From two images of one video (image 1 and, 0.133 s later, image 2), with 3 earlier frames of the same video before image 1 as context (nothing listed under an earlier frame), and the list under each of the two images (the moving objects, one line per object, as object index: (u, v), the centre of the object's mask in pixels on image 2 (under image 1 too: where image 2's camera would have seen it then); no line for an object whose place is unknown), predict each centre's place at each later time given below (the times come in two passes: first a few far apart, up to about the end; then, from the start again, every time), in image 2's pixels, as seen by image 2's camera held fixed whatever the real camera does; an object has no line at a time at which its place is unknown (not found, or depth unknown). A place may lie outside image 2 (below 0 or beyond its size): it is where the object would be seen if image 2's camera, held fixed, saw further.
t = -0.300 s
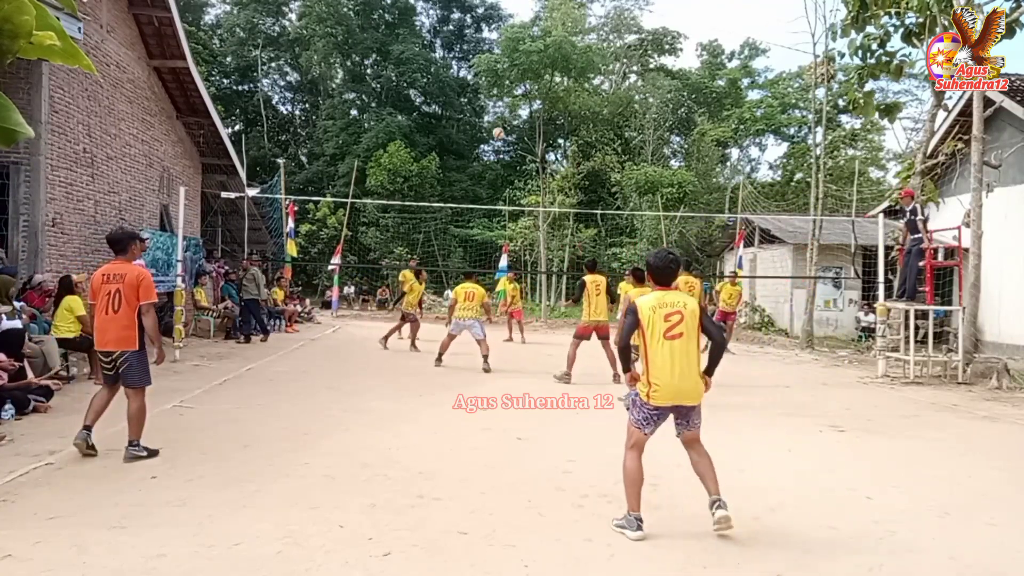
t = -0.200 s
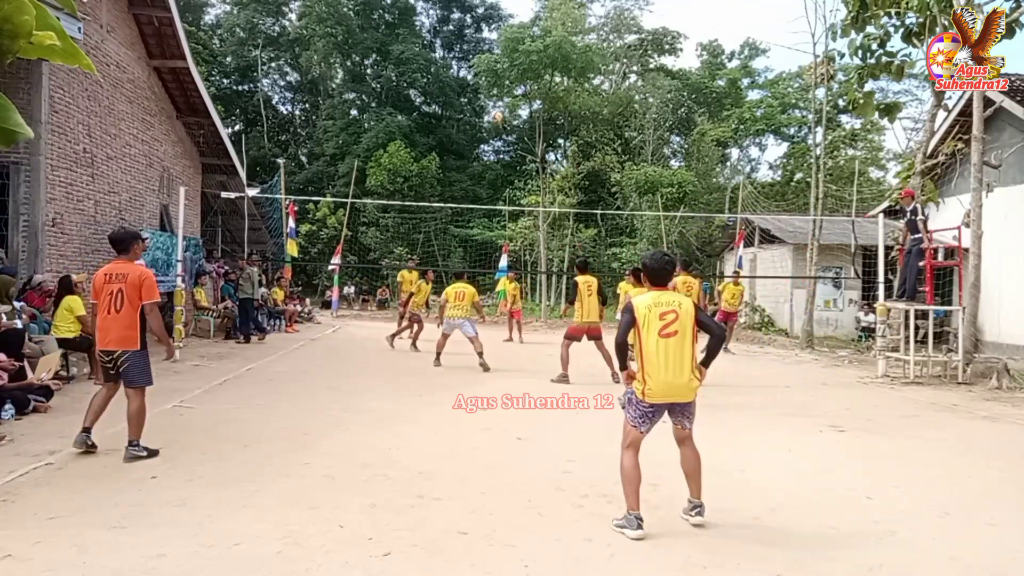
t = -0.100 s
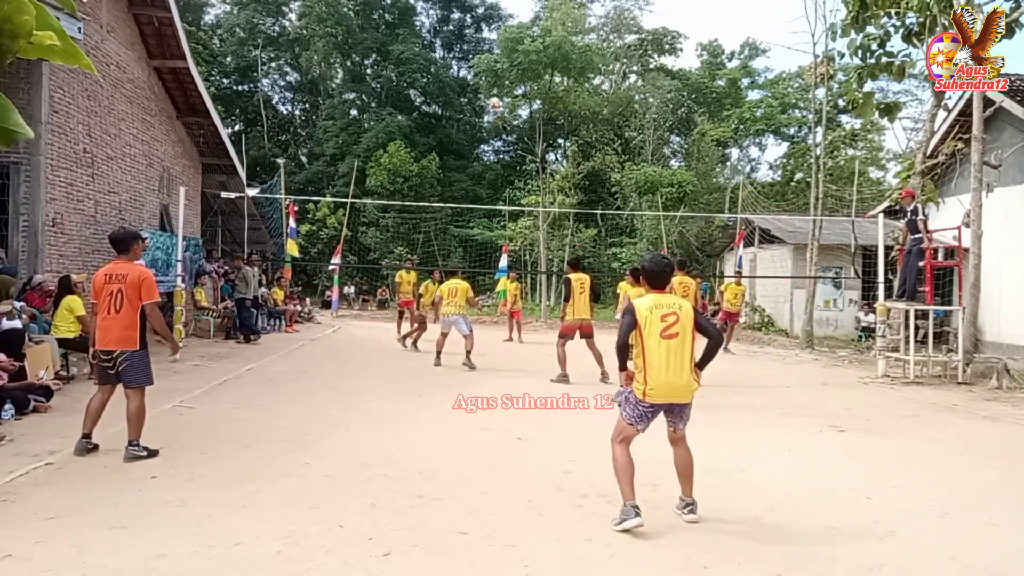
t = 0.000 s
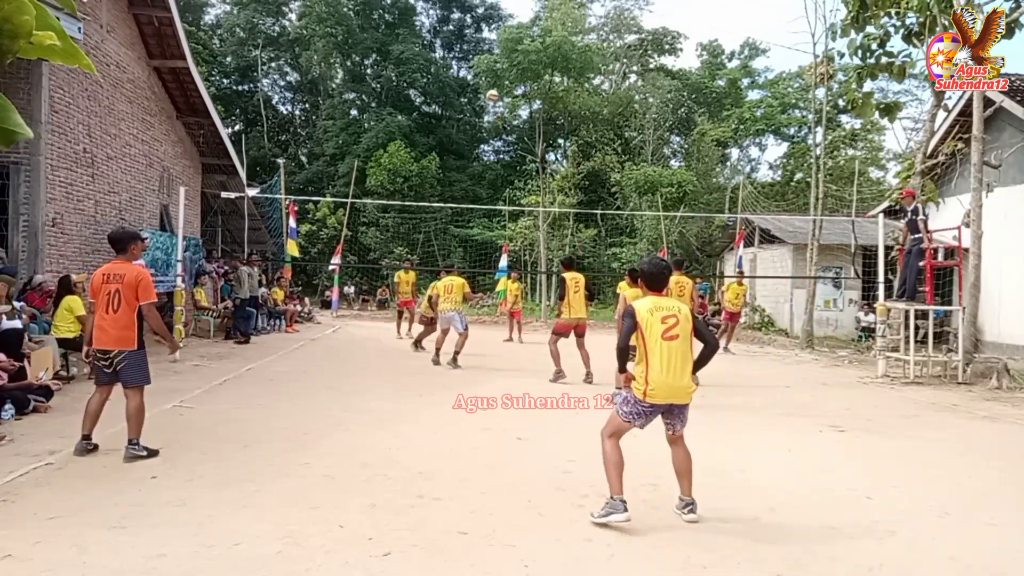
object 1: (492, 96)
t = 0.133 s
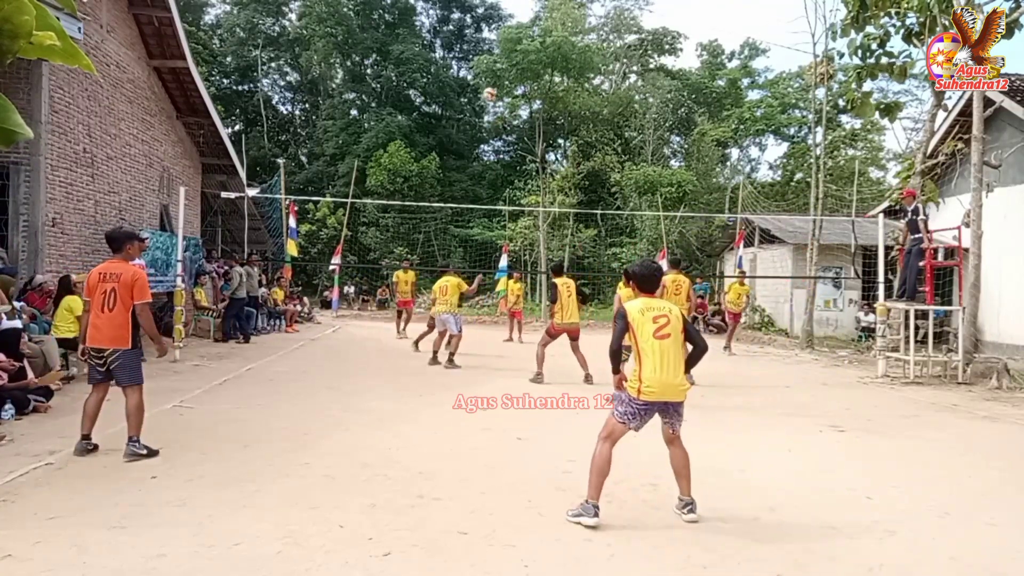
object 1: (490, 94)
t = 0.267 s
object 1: (485, 101)
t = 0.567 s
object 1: (475, 159)
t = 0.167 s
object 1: (489, 94)
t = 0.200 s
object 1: (489, 95)
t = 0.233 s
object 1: (487, 98)
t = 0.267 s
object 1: (485, 101)
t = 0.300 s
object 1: (484, 104)
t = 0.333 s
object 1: (483, 109)
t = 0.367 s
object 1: (481, 114)
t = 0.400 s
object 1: (481, 120)
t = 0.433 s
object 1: (480, 126)
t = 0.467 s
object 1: (479, 134)
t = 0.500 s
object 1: (477, 141)
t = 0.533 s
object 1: (476, 150)
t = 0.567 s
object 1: (475, 159)
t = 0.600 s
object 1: (473, 169)
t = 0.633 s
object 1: (471, 180)
